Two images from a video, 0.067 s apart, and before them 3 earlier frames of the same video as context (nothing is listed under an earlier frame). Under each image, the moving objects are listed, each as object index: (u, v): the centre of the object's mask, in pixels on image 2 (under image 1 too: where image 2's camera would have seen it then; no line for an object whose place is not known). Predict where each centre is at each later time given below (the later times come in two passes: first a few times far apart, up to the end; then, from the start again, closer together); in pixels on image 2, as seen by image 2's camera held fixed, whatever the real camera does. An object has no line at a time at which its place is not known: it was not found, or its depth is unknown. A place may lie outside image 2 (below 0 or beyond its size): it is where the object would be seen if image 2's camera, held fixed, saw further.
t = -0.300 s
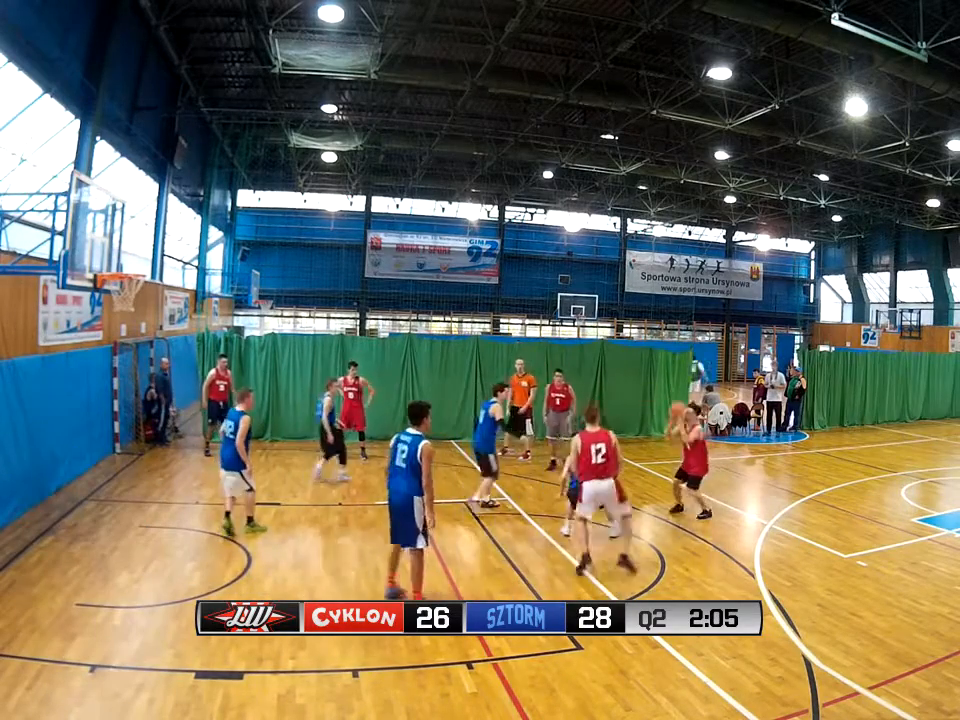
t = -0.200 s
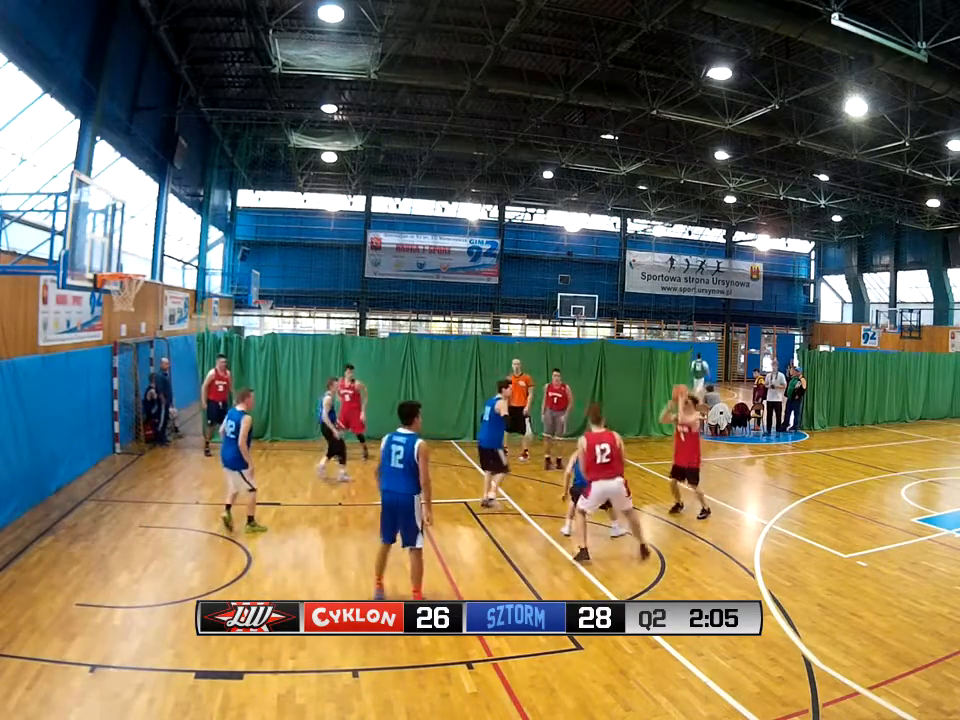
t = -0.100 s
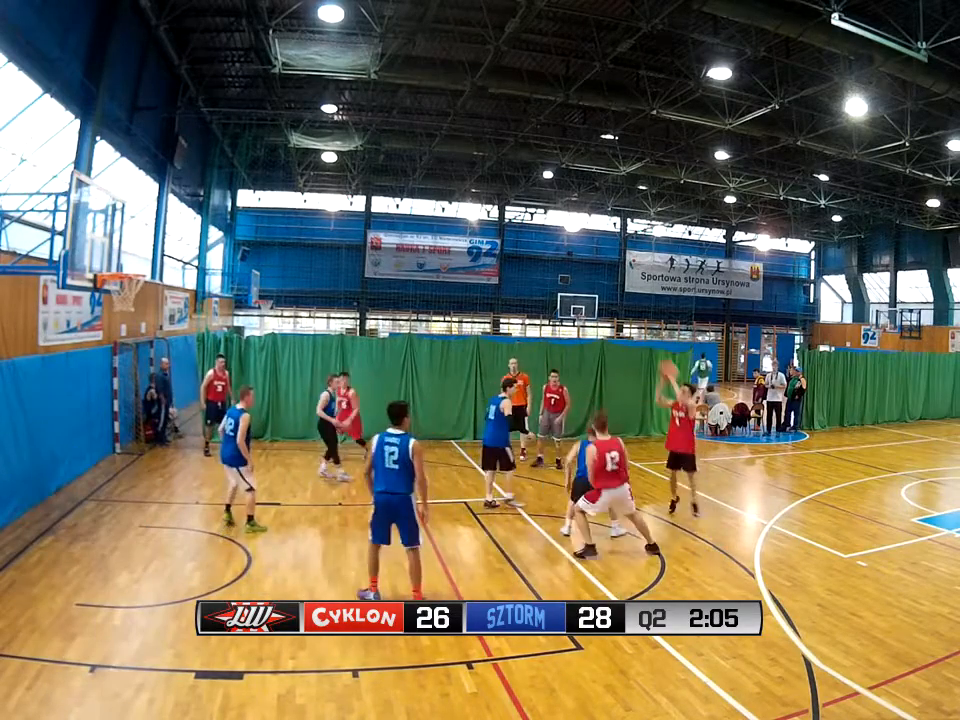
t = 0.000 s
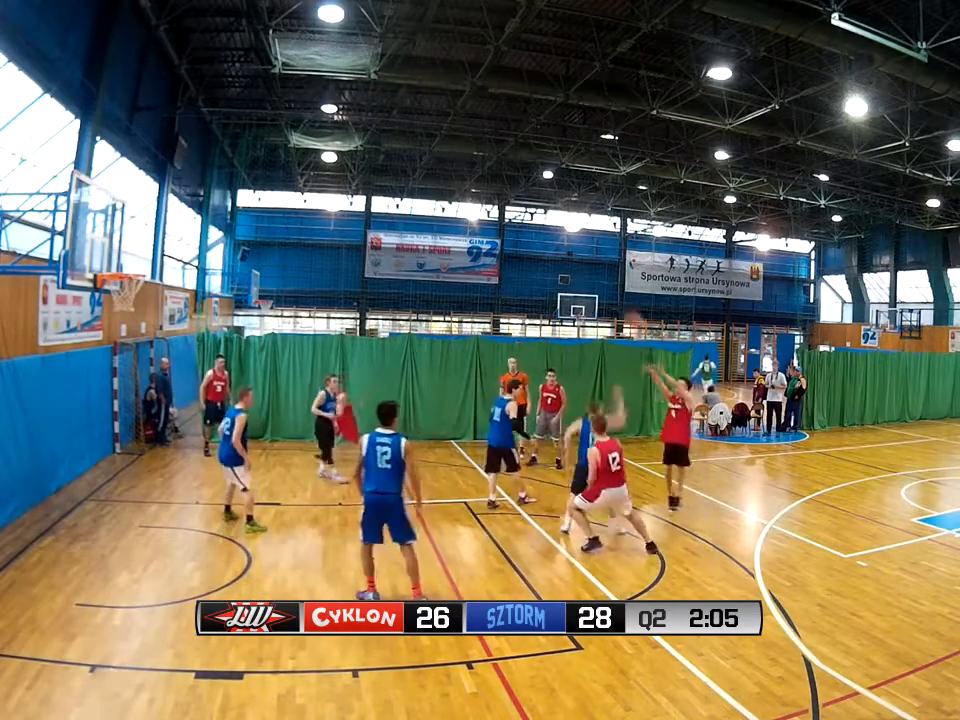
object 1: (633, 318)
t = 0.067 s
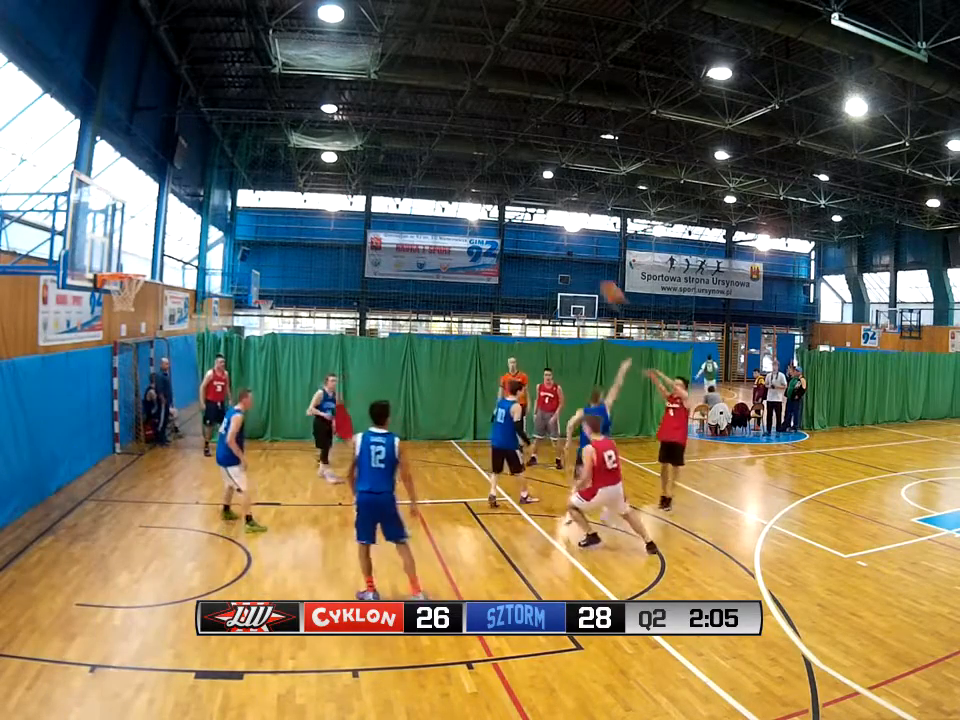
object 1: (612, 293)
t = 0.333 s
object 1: (507, 197)
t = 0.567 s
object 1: (408, 157)
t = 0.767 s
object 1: (310, 156)
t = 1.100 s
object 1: (154, 240)
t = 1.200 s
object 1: (123, 268)
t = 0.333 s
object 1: (507, 197)
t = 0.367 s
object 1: (495, 191)
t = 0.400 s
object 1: (480, 183)
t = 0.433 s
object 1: (466, 175)
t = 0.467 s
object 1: (452, 171)
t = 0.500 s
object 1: (438, 165)
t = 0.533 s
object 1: (424, 161)
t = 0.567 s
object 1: (408, 157)
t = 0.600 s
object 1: (393, 155)
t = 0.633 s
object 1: (378, 152)
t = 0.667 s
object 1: (365, 152)
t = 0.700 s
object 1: (351, 151)
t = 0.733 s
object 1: (333, 152)
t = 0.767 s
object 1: (310, 156)
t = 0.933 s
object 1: (237, 181)
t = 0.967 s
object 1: (217, 194)
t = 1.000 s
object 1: (202, 203)
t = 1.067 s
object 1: (164, 231)
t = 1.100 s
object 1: (154, 240)
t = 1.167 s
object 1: (121, 268)
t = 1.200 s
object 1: (123, 268)
